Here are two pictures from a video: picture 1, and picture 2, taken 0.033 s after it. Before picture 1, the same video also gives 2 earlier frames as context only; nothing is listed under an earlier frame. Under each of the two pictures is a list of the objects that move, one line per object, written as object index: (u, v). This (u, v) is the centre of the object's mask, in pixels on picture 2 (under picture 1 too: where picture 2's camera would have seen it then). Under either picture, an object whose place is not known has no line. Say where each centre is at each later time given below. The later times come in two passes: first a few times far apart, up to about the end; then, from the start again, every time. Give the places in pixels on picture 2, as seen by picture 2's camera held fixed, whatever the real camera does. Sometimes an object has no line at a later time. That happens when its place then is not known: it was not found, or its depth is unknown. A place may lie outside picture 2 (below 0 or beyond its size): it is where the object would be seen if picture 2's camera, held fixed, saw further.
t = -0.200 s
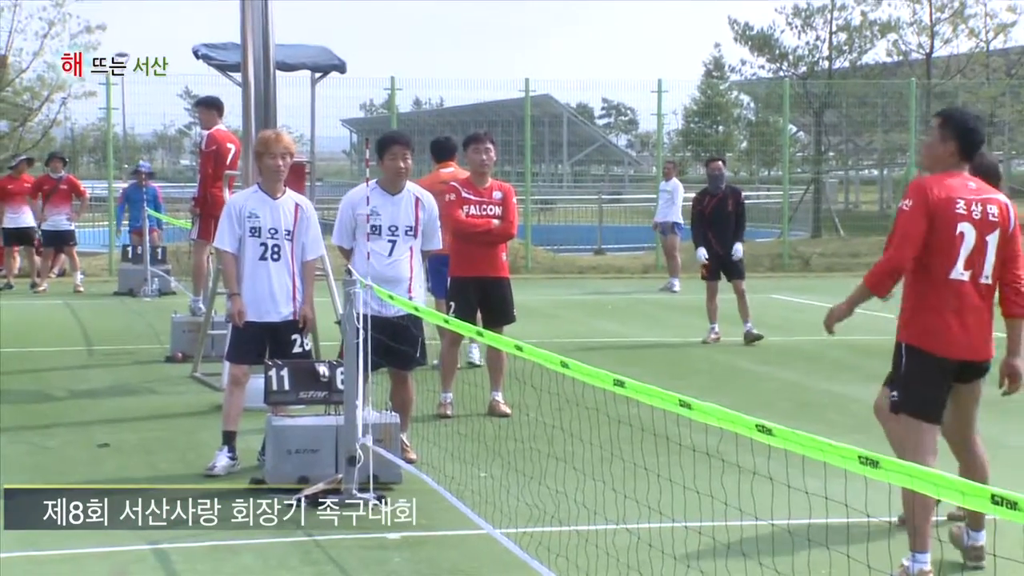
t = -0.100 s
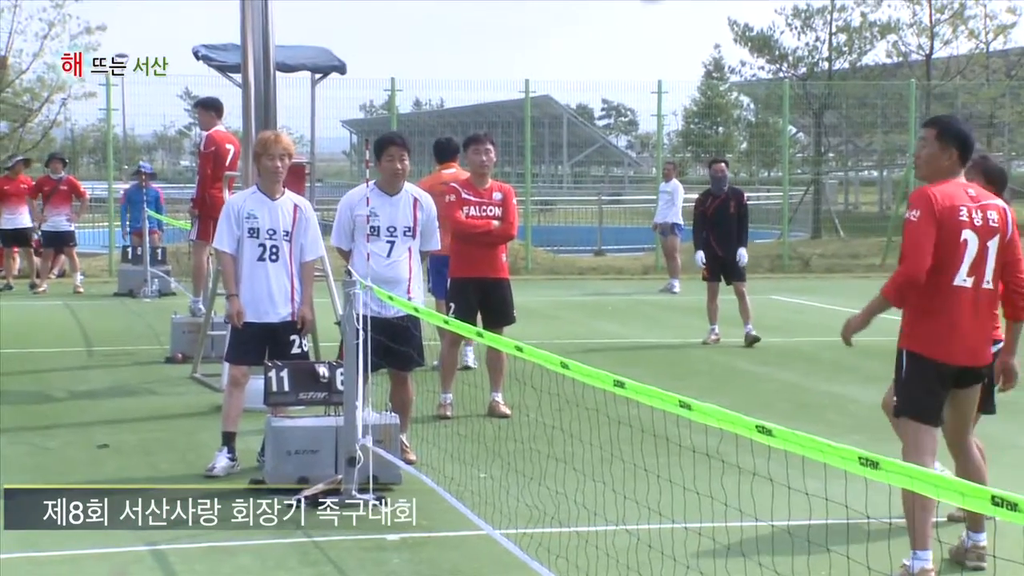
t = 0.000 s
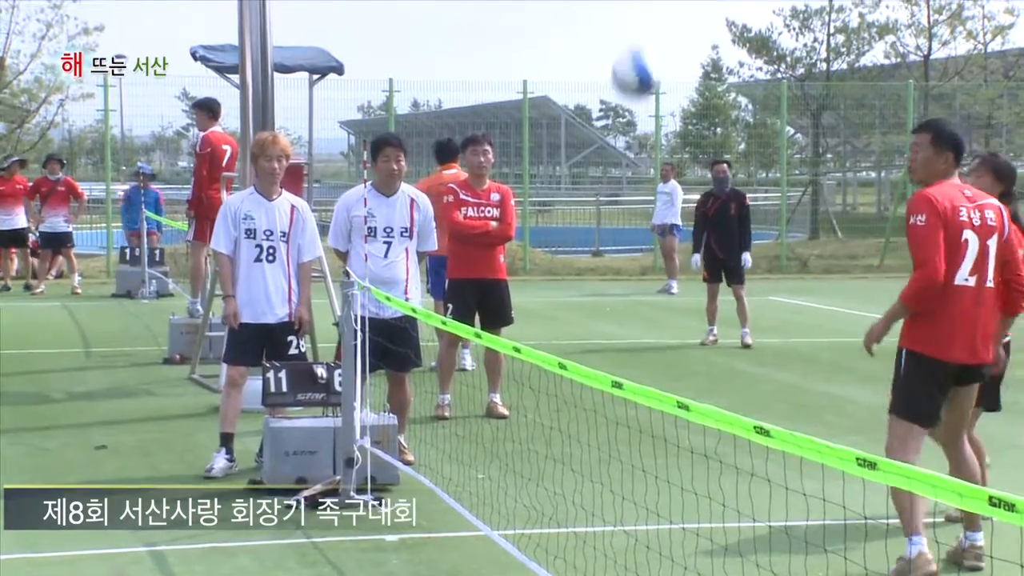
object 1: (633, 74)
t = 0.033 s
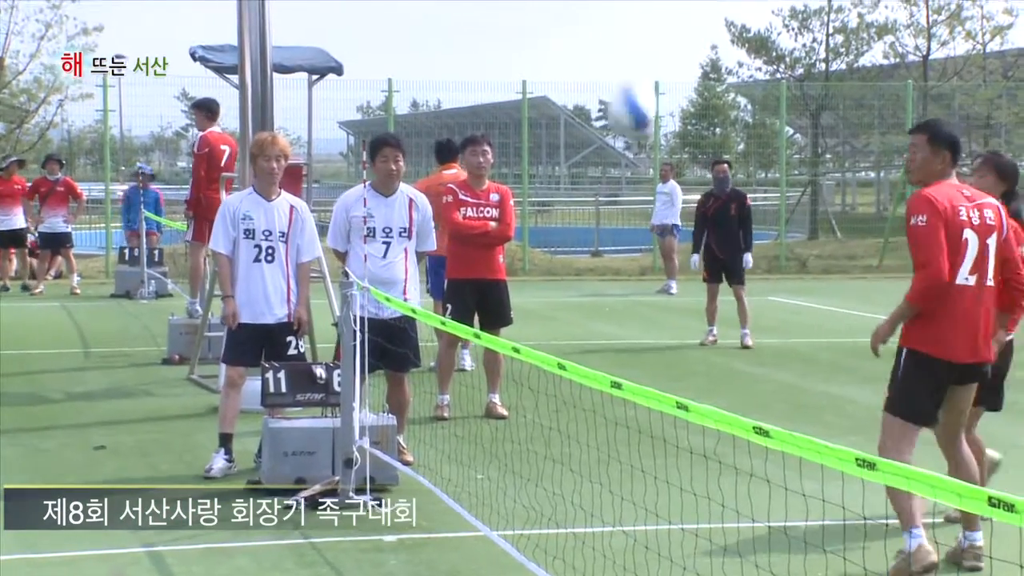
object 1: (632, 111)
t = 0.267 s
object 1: (607, 448)
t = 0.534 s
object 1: (586, 293)
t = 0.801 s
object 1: (567, 144)
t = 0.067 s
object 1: (628, 150)
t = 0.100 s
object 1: (625, 190)
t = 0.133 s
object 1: (621, 238)
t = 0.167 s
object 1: (618, 287)
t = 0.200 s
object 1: (614, 337)
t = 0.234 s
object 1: (611, 393)
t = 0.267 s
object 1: (607, 448)
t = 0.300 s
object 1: (603, 502)
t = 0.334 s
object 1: (600, 510)
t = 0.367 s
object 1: (597, 468)
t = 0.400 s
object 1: (595, 427)
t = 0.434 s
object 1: (590, 398)
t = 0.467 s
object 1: (593, 351)
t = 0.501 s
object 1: (588, 324)
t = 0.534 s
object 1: (586, 293)
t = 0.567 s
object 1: (584, 264)
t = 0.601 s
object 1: (581, 238)
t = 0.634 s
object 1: (578, 217)
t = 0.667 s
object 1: (576, 196)
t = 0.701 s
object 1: (573, 179)
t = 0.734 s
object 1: (571, 166)
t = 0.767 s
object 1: (569, 153)
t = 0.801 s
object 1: (567, 144)
